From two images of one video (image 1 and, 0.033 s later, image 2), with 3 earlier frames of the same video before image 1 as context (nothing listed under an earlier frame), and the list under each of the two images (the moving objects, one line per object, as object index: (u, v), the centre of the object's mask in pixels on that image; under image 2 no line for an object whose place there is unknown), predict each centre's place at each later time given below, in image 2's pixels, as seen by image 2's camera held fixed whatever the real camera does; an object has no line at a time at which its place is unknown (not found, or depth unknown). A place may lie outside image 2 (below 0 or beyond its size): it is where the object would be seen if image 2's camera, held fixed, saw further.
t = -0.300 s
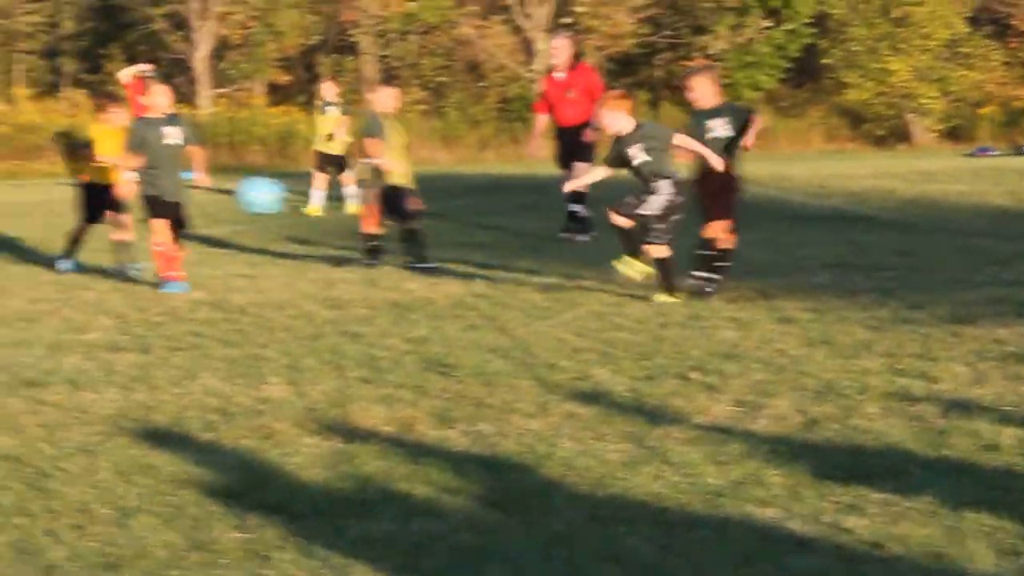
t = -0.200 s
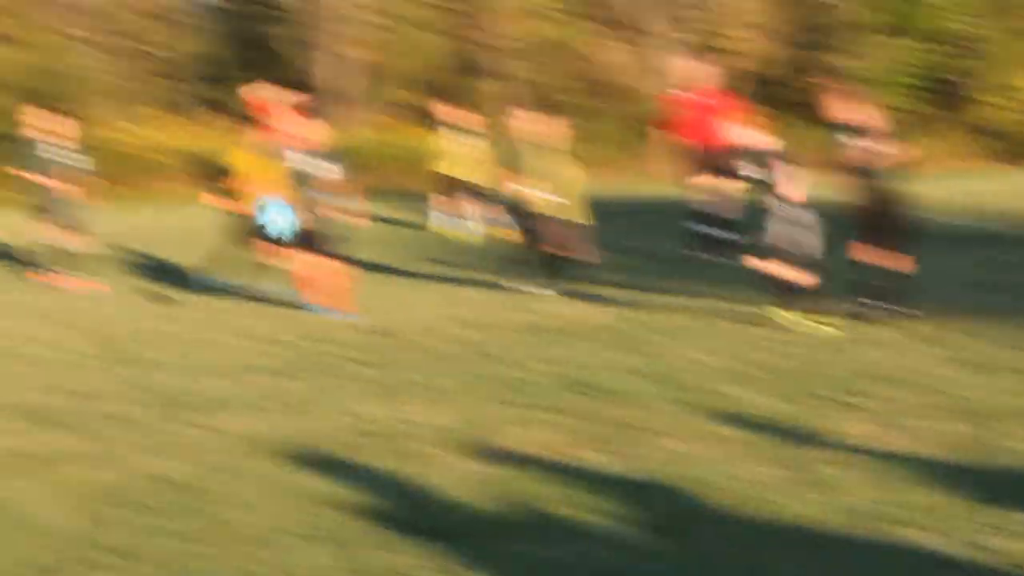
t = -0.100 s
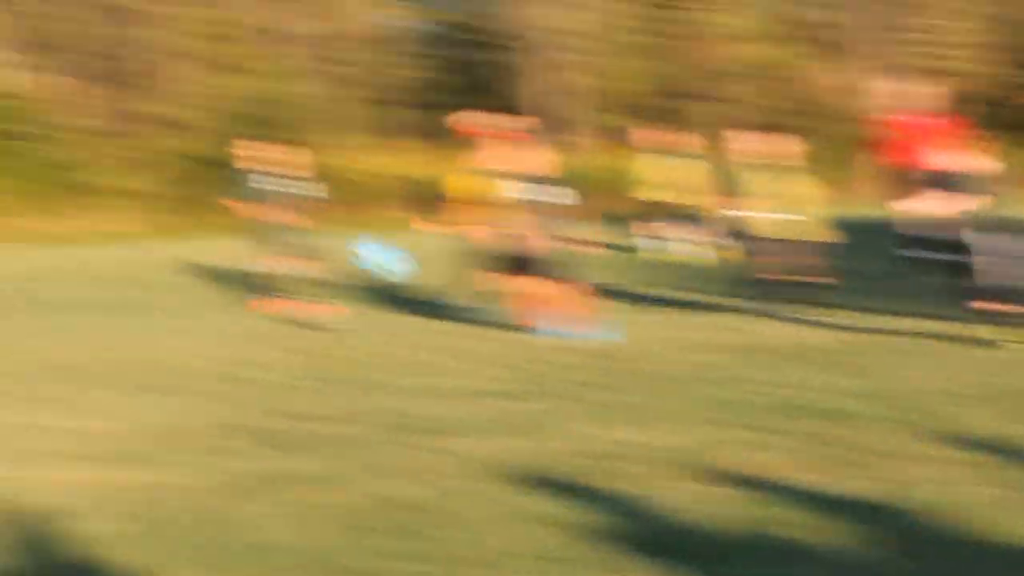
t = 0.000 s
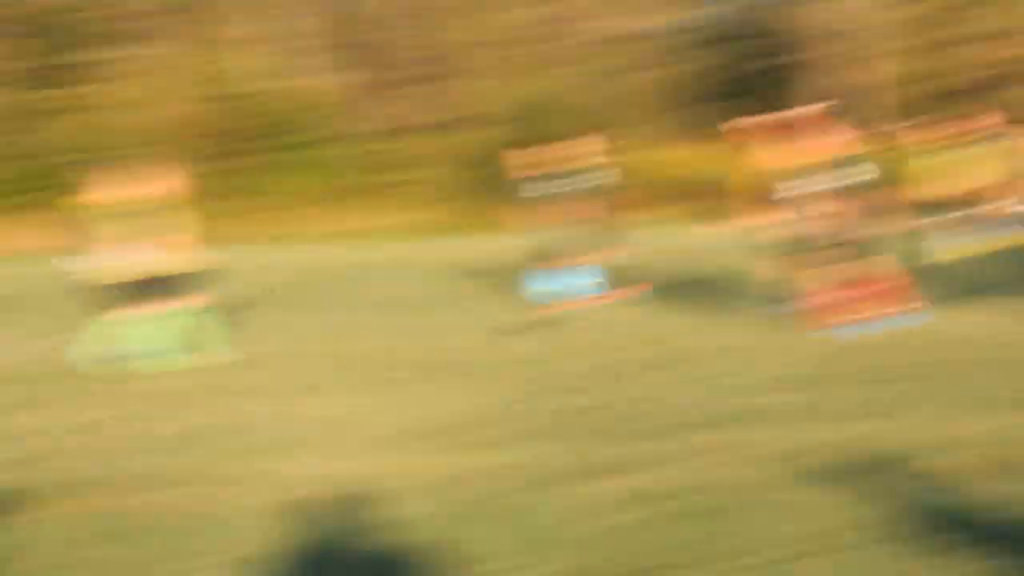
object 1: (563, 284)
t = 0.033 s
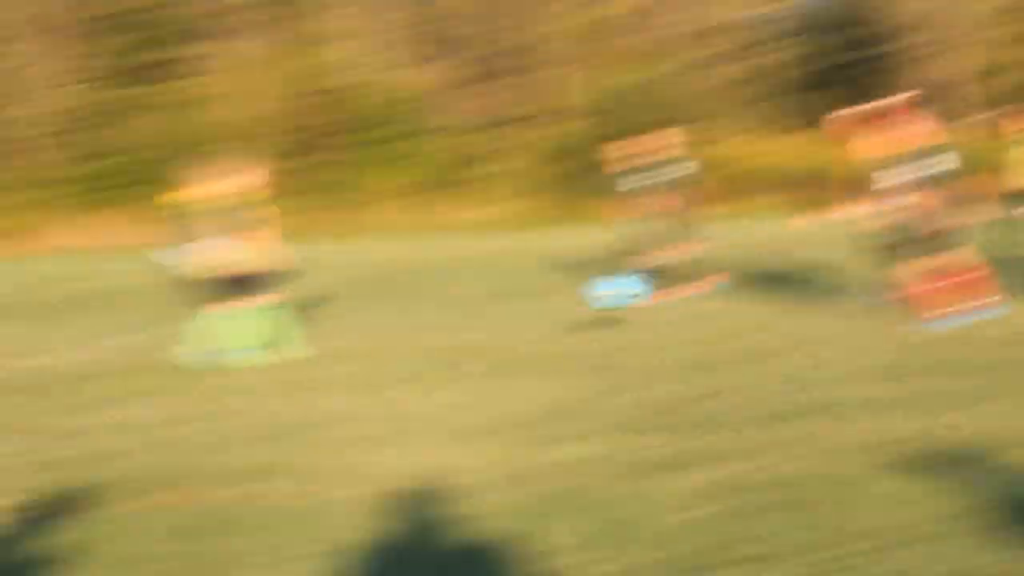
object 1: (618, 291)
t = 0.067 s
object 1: (593, 307)
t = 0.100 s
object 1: (568, 324)
